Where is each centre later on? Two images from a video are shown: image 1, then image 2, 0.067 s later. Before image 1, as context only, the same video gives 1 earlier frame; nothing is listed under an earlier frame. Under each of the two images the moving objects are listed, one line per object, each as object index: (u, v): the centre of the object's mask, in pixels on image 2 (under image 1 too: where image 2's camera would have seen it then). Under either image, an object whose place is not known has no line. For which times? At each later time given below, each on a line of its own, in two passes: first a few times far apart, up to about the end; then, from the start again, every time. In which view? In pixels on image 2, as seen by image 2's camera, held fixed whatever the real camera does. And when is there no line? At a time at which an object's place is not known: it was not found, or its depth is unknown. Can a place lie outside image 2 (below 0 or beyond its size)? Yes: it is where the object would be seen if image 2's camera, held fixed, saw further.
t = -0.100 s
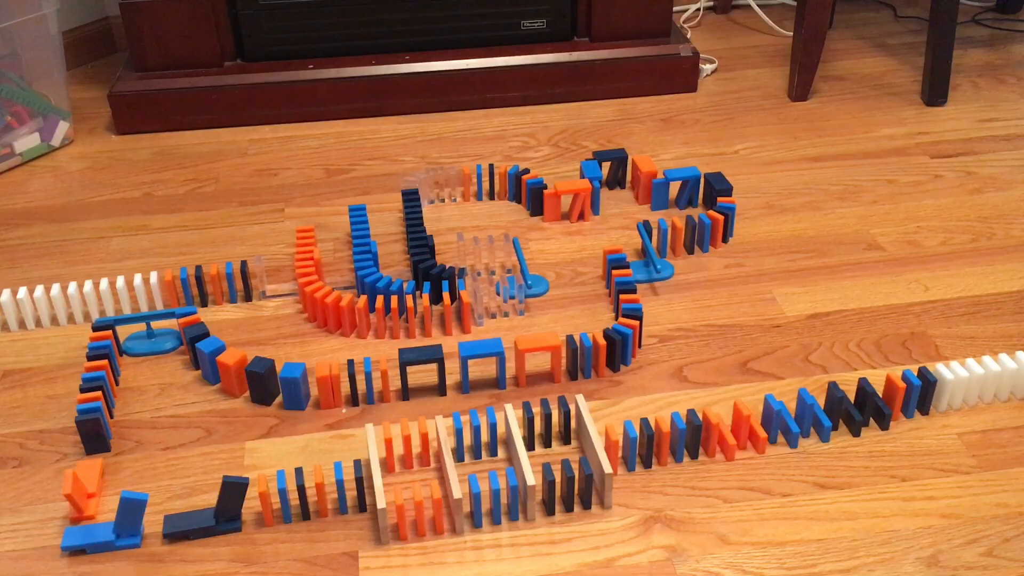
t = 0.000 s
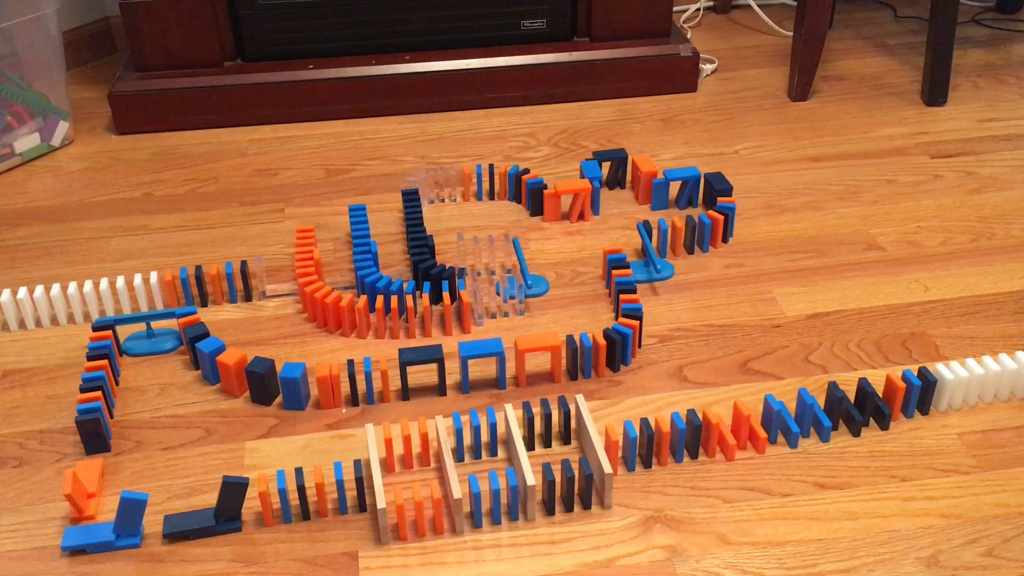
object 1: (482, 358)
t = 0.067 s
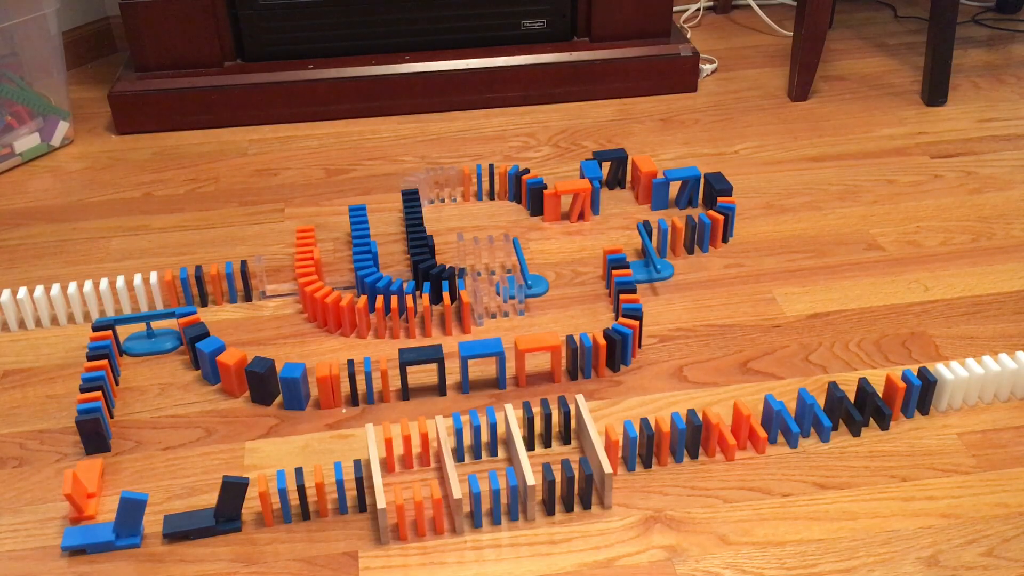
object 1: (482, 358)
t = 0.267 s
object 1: (482, 358)
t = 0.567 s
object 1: (482, 358)
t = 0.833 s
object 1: (482, 358)
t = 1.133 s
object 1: (482, 358)
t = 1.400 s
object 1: (482, 358)
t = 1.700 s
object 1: (482, 358)
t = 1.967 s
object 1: (482, 358)
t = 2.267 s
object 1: (482, 358)
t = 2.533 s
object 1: (482, 358)
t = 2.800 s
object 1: (482, 358)
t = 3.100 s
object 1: (482, 358)
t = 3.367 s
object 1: (482, 358)
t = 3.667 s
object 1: (482, 358)
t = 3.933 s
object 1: (482, 358)
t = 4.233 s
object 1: (481, 358)
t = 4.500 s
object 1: (470, 378)
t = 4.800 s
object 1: (465, 382)
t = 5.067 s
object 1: (465, 382)
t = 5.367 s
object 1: (477, 379)
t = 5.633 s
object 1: (478, 379)
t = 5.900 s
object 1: (478, 379)
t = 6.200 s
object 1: (472, 379)
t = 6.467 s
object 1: (472, 379)
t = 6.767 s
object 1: (472, 379)
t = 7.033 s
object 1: (472, 379)
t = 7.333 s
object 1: (472, 379)
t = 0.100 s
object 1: (482, 358)
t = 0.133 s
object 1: (482, 358)
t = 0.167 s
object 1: (482, 358)
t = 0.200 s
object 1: (482, 358)
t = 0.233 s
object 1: (482, 358)
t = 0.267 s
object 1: (482, 358)
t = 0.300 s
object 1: (482, 358)
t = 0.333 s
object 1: (482, 358)
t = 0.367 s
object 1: (482, 358)
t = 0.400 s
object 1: (482, 358)
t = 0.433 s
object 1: (482, 358)
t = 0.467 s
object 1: (482, 358)
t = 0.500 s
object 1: (482, 358)
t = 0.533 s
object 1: (482, 358)
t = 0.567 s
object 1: (482, 358)
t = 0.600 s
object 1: (482, 358)
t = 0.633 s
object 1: (482, 358)
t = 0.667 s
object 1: (482, 358)
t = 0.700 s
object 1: (482, 358)
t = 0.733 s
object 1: (482, 358)
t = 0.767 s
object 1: (482, 358)
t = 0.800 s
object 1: (482, 358)
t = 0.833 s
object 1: (482, 358)
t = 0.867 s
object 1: (482, 358)
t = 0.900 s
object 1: (482, 358)
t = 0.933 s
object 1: (482, 358)
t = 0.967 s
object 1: (482, 358)
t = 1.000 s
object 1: (482, 358)
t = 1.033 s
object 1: (482, 358)
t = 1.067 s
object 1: (482, 358)
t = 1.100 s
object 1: (482, 358)
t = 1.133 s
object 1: (482, 358)
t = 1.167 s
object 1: (482, 358)
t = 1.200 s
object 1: (482, 358)
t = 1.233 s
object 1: (482, 358)
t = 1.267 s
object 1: (482, 358)
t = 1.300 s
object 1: (482, 358)
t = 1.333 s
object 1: (482, 358)
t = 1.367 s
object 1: (482, 358)
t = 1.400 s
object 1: (482, 358)
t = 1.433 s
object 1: (482, 358)
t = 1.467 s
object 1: (482, 358)
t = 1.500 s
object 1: (482, 358)
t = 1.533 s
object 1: (482, 358)
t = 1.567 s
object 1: (482, 358)
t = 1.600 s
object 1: (482, 358)
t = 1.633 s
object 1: (482, 358)
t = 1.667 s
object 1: (482, 358)
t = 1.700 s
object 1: (482, 358)
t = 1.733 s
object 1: (482, 358)
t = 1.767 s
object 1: (482, 358)
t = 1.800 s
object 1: (482, 358)
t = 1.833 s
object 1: (482, 358)
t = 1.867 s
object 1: (482, 358)
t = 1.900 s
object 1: (482, 358)
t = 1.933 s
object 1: (482, 358)
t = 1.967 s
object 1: (482, 358)
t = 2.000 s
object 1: (482, 358)
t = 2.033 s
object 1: (482, 358)
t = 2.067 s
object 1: (482, 358)
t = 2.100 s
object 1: (482, 358)
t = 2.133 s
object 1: (482, 358)
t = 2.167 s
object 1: (482, 358)
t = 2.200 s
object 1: (482, 358)
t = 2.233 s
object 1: (482, 358)
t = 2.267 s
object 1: (482, 358)
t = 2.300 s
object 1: (482, 358)
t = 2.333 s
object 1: (482, 358)
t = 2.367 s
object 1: (482, 358)
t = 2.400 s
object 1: (482, 358)
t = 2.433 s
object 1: (482, 358)
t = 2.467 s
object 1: (482, 358)
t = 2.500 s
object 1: (482, 358)
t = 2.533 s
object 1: (482, 358)
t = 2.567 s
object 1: (482, 358)
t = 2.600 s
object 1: (482, 358)
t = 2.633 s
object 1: (482, 358)
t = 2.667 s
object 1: (482, 358)
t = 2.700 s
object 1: (482, 358)
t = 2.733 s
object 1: (482, 358)
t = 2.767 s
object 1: (482, 358)
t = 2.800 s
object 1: (482, 358)
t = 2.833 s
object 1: (482, 358)
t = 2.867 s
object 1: (482, 358)
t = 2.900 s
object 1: (482, 358)
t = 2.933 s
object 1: (482, 358)
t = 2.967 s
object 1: (482, 358)
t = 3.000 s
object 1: (482, 358)
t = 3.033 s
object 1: (482, 358)
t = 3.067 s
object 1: (482, 358)
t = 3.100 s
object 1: (482, 358)
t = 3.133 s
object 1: (482, 358)
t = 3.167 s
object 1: (482, 358)
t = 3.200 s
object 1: (482, 358)
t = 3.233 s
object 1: (482, 358)
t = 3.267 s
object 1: (482, 358)
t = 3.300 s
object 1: (482, 358)
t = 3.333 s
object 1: (482, 358)
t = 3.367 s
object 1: (482, 358)
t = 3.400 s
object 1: (482, 358)
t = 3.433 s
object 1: (482, 358)
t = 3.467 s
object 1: (482, 358)
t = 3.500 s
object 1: (482, 358)
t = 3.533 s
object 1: (482, 358)
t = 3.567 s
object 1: (482, 358)
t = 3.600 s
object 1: (482, 358)
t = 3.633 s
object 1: (482, 358)
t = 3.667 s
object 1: (482, 358)
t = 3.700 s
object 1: (482, 358)
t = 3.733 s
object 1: (482, 358)
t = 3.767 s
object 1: (482, 358)
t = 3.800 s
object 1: (482, 358)
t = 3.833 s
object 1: (482, 358)
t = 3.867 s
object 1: (482, 358)
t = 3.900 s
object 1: (482, 358)
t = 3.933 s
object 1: (482, 358)
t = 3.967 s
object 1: (482, 358)
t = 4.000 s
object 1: (482, 358)
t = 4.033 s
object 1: (482, 358)
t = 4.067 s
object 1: (482, 358)
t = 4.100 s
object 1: (482, 358)
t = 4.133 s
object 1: (482, 358)
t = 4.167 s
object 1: (482, 358)
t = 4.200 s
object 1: (481, 358)
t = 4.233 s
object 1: (481, 358)
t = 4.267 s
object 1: (479, 358)
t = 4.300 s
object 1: (480, 359)
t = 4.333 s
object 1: (478, 361)
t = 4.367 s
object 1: (476, 362)
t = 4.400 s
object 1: (474, 365)
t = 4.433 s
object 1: (474, 371)
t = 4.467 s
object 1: (466, 378)
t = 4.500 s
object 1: (470, 378)
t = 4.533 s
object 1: (463, 379)
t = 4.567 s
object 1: (466, 380)
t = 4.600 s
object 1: (465, 380)
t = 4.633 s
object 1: (465, 382)
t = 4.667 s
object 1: (465, 382)
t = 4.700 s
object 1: (465, 382)
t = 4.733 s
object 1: (465, 382)
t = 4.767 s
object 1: (465, 382)
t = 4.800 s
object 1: (465, 382)
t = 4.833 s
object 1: (465, 382)
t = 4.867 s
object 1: (465, 382)
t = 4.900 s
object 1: (465, 382)
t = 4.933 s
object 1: (466, 382)
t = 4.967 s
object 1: (465, 382)
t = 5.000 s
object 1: (466, 382)
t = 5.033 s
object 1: (465, 382)
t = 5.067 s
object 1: (465, 382)
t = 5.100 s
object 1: (465, 382)
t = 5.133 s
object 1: (477, 379)
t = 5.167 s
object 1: (477, 379)
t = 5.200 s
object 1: (477, 379)
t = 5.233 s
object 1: (477, 379)
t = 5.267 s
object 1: (477, 379)
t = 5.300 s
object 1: (477, 379)
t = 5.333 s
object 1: (477, 379)
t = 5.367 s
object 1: (477, 379)
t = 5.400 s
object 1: (478, 379)
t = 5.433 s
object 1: (478, 379)
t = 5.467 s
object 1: (478, 379)
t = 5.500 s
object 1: (478, 379)
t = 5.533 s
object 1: (478, 379)
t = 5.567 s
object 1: (478, 379)
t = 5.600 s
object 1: (478, 379)
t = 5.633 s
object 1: (478, 379)
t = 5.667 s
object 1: (478, 379)
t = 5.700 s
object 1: (478, 379)
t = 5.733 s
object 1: (478, 379)
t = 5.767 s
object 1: (477, 380)
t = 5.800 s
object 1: (477, 380)
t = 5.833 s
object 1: (478, 380)
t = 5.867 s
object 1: (478, 379)
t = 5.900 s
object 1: (478, 379)
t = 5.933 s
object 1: (478, 379)
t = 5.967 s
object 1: (478, 379)
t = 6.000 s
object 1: (478, 379)
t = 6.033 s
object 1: (478, 379)
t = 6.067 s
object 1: (478, 379)
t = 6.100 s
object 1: (478, 379)
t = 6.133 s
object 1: (478, 379)
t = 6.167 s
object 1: (472, 379)
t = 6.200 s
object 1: (472, 379)
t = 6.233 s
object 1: (472, 379)
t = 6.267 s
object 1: (472, 379)
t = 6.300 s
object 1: (472, 379)
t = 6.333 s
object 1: (472, 379)
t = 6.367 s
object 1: (472, 379)
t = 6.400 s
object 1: (472, 379)
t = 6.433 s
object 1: (472, 379)
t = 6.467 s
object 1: (472, 379)
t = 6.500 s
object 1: (472, 379)
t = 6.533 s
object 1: (472, 379)
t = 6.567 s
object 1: (472, 379)
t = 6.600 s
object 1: (472, 379)
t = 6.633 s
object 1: (472, 379)
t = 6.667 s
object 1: (472, 379)
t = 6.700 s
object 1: (472, 379)
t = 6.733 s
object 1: (472, 379)
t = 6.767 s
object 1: (472, 379)
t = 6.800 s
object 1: (472, 379)
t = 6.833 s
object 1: (472, 379)
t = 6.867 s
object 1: (472, 379)
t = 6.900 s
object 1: (472, 379)
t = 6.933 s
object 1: (472, 379)
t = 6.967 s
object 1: (472, 379)
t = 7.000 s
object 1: (472, 379)
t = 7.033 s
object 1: (472, 379)
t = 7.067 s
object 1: (472, 379)
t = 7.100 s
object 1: (472, 379)
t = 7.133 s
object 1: (472, 379)
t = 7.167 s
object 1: (472, 379)
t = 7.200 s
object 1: (472, 379)
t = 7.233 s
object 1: (472, 379)
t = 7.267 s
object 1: (472, 379)
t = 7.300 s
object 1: (472, 379)
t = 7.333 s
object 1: (472, 379)
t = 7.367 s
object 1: (472, 379)
